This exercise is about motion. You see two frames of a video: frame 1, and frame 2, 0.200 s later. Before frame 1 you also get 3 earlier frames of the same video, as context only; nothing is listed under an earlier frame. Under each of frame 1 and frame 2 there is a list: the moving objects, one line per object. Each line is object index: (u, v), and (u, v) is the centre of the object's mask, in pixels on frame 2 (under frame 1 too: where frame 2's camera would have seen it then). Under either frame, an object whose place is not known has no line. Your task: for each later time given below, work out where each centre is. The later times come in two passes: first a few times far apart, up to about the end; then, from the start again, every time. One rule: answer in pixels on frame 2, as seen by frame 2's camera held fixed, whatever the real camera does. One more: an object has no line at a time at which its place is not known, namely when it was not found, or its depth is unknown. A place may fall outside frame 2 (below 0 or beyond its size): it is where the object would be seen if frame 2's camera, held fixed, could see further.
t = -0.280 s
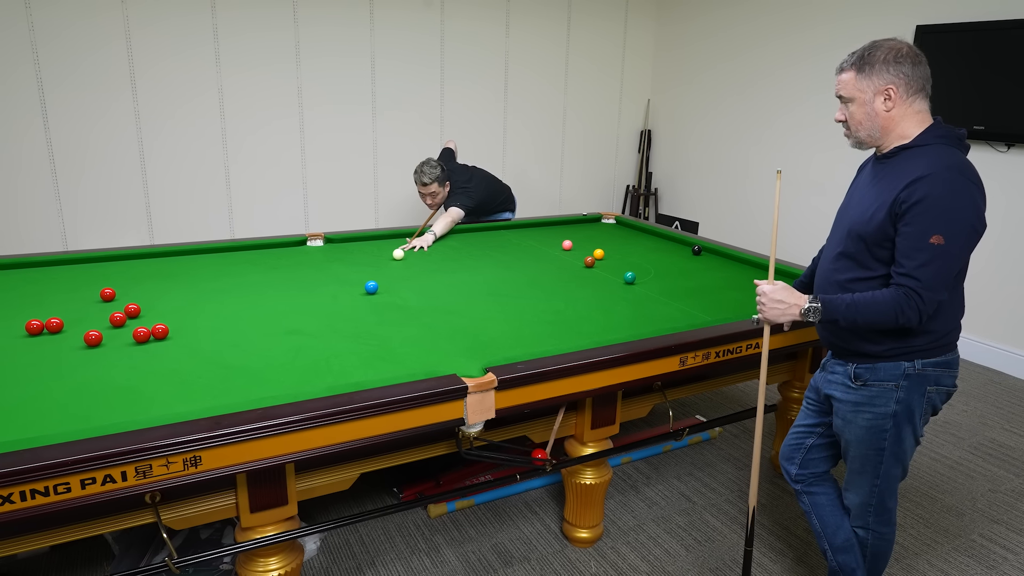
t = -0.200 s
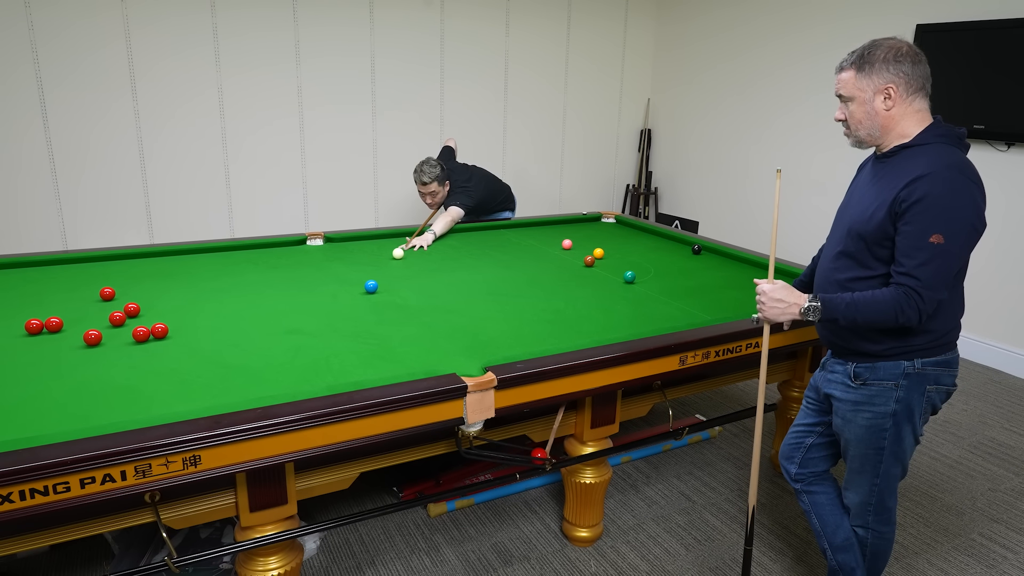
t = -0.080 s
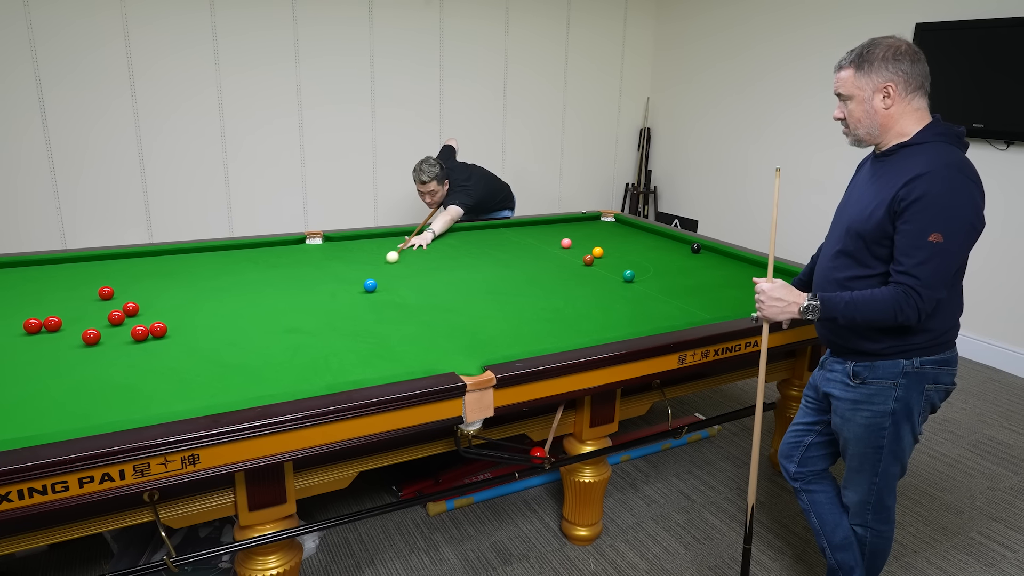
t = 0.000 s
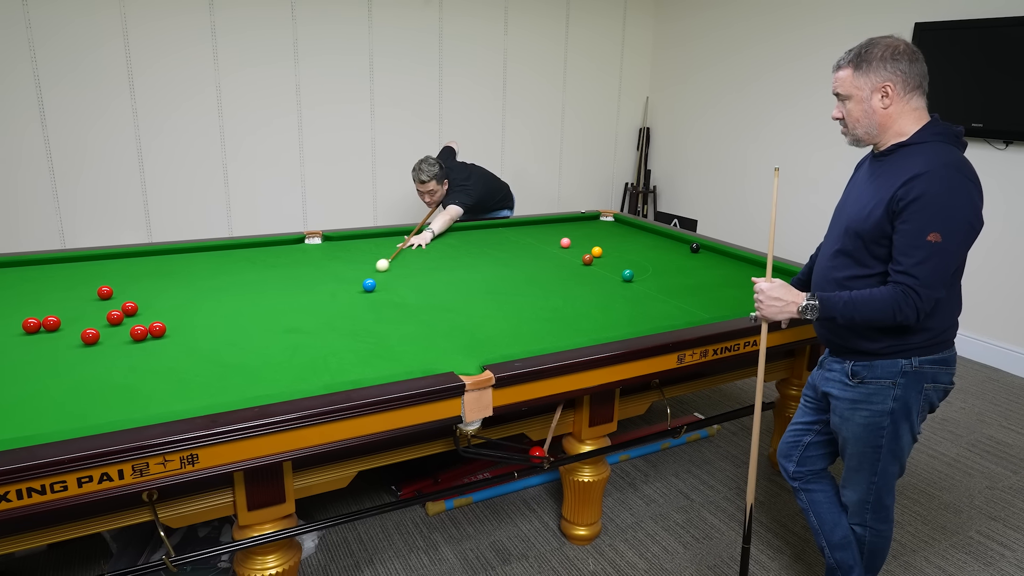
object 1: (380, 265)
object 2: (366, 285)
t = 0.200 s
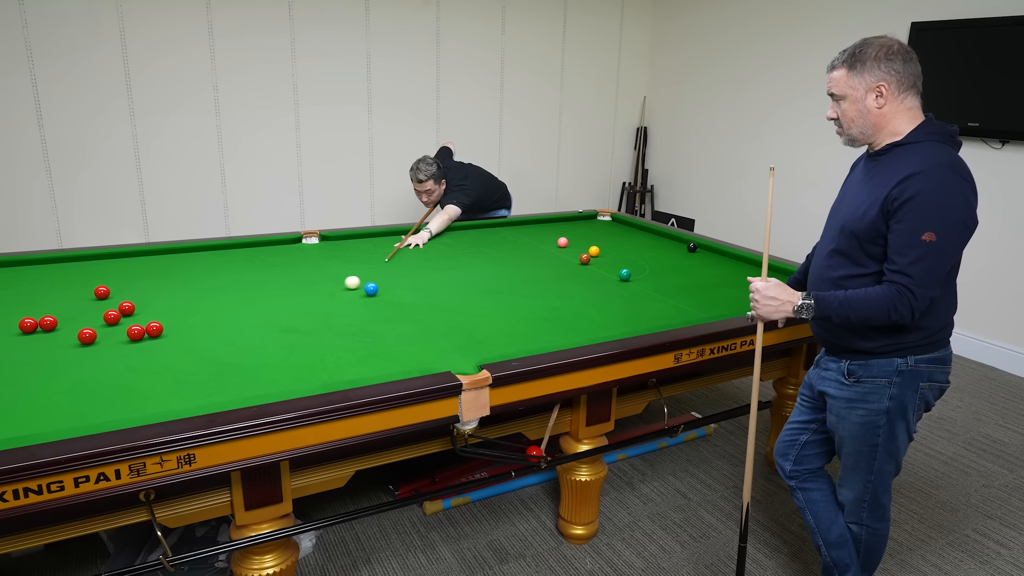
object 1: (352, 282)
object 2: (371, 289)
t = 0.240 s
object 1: (345, 283)
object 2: (374, 292)
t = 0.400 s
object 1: (320, 286)
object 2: (388, 304)
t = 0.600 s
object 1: (288, 290)
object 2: (404, 319)
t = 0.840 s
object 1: (250, 295)
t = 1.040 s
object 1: (217, 299)
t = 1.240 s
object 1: (184, 304)
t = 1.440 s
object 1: (151, 308)
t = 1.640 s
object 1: (128, 313)
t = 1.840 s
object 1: (123, 314)
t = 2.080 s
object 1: (118, 315)
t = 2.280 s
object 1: (115, 316)
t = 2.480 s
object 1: (113, 317)
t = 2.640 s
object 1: (111, 317)
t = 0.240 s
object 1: (345, 283)
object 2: (374, 292)
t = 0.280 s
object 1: (338, 284)
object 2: (378, 296)
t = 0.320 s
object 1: (332, 285)
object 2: (381, 299)
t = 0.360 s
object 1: (326, 286)
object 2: (384, 301)
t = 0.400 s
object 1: (320, 286)
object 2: (388, 304)
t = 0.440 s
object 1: (313, 287)
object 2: (391, 307)
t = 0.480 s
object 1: (307, 288)
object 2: (394, 310)
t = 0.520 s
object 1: (301, 289)
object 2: (398, 313)
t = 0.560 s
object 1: (295, 290)
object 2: (401, 316)
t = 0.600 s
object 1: (288, 290)
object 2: (404, 319)
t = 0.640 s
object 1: (282, 291)
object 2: (408, 322)
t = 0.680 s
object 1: (276, 292)
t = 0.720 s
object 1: (269, 293)
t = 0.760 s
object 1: (263, 294)
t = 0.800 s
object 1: (256, 294)
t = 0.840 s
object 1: (250, 295)
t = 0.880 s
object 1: (243, 296)
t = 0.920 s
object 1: (237, 297)
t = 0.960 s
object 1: (231, 298)
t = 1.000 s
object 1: (224, 298)
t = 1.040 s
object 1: (217, 299)
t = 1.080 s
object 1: (211, 300)
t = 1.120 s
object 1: (204, 301)
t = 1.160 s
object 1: (198, 302)
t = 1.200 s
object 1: (191, 303)
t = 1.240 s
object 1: (184, 304)
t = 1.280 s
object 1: (178, 304)
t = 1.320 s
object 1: (171, 305)
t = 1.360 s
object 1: (164, 306)
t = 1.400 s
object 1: (157, 307)
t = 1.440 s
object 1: (151, 308)
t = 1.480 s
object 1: (144, 309)
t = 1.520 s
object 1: (138, 310)
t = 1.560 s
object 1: (134, 311)
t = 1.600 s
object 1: (130, 312)
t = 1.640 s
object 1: (128, 313)
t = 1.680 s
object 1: (127, 313)
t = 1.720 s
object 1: (126, 313)
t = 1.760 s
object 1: (125, 314)
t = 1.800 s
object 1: (124, 314)
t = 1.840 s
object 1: (123, 314)
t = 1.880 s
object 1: (122, 314)
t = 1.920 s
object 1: (122, 315)
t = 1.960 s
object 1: (121, 315)
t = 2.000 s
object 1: (120, 315)
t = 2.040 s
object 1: (119, 315)
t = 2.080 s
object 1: (118, 315)
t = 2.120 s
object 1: (118, 316)
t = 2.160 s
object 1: (117, 316)
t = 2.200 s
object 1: (116, 316)
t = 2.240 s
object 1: (116, 316)
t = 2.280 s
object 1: (115, 316)
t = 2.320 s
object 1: (115, 316)
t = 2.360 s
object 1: (114, 317)
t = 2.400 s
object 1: (113, 317)
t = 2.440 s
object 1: (113, 317)
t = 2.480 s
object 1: (113, 317)
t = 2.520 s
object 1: (112, 317)
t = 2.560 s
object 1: (112, 317)
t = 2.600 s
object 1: (112, 317)
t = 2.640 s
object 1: (111, 317)
